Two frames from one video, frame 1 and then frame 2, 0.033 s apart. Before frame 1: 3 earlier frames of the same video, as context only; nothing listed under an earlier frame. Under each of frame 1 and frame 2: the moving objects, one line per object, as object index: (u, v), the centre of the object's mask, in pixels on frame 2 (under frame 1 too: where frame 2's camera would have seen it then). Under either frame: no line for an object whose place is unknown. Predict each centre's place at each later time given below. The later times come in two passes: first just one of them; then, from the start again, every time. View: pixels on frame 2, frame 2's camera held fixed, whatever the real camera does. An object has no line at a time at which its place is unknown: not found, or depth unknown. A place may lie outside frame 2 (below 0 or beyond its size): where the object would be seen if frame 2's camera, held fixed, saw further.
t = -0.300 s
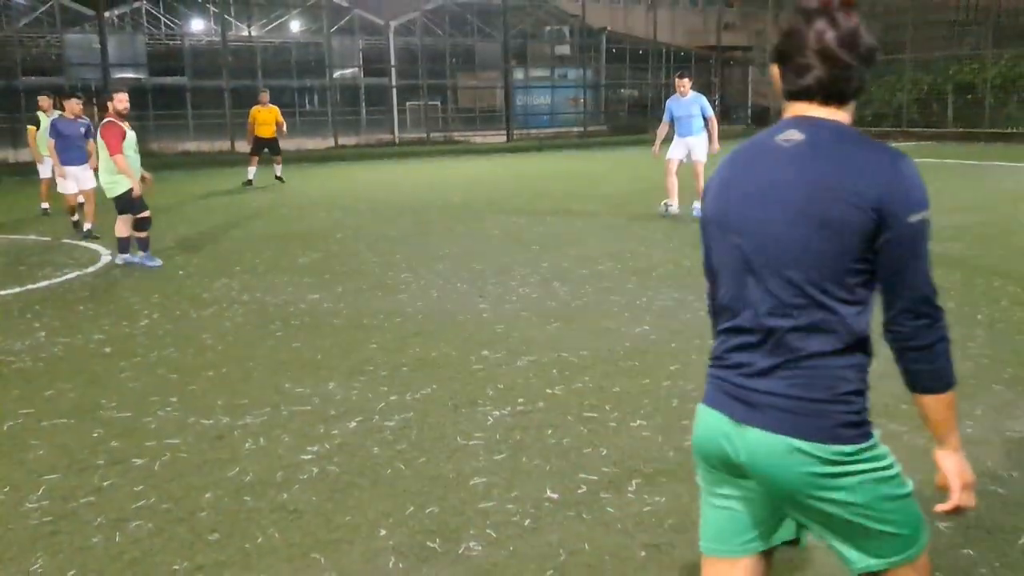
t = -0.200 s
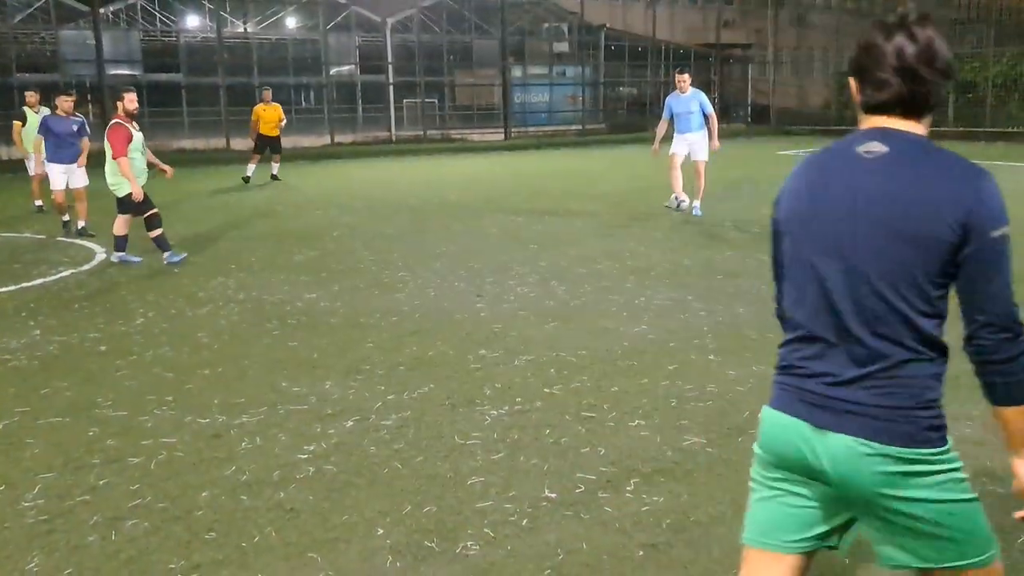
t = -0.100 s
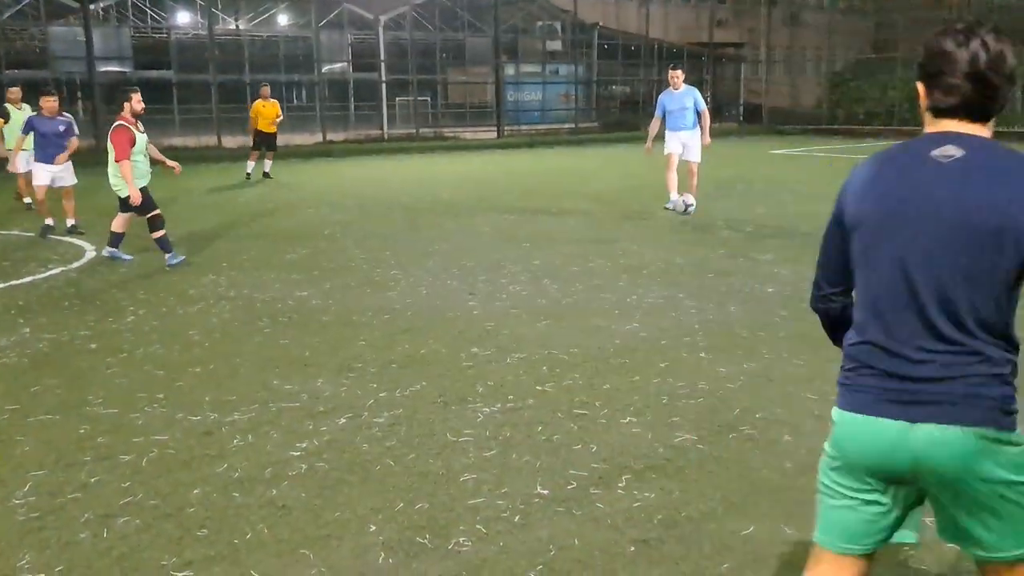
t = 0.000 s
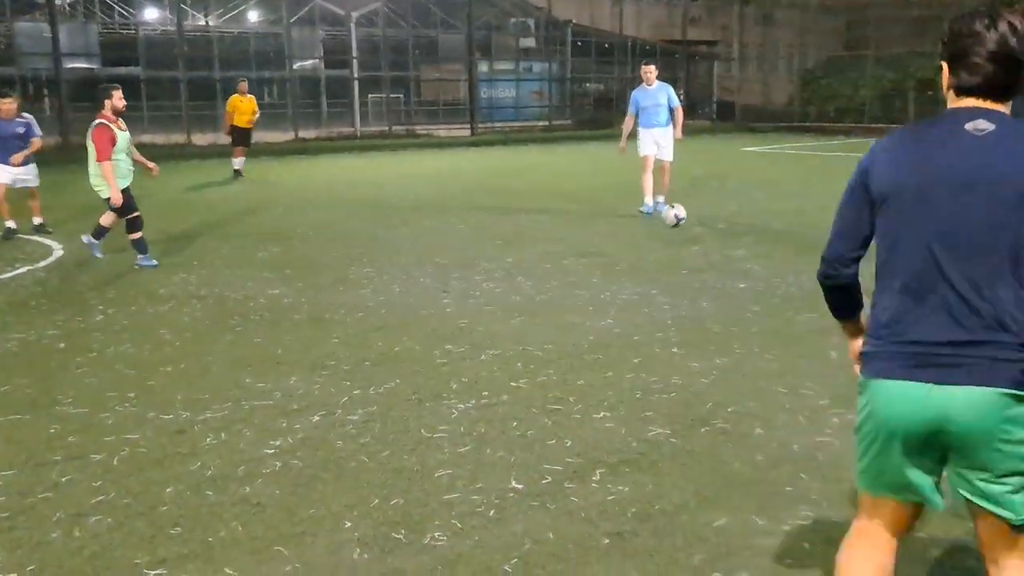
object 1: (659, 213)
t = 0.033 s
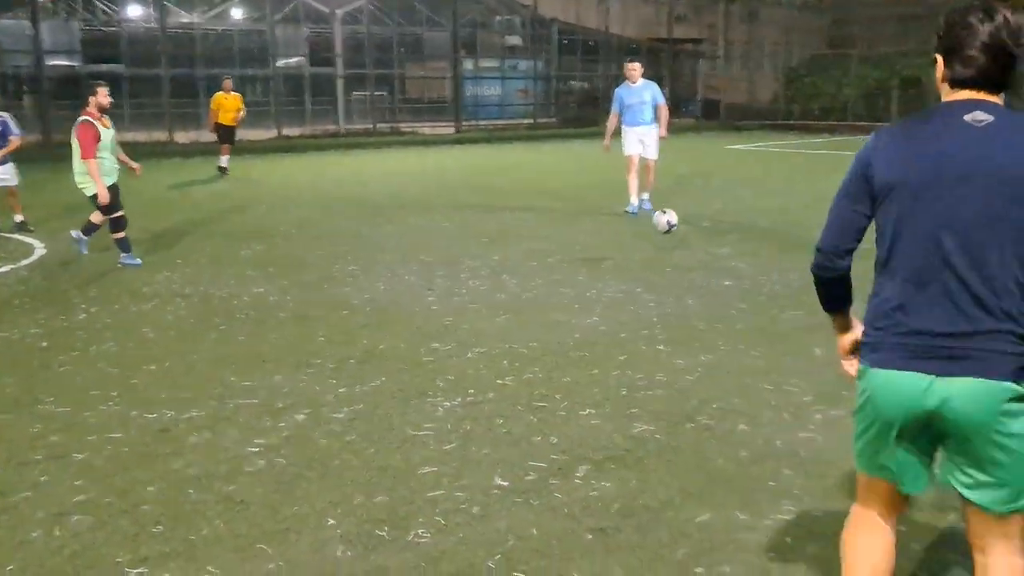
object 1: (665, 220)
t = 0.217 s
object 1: (707, 274)
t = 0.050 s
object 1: (667, 225)
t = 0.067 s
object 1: (673, 229)
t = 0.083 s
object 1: (675, 236)
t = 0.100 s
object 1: (678, 242)
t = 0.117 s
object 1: (684, 248)
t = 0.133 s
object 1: (687, 256)
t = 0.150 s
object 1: (690, 264)
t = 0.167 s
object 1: (695, 272)
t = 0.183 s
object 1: (698, 274)
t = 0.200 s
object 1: (701, 274)
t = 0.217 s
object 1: (707, 274)
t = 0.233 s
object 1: (709, 273)
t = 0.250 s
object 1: (714, 274)
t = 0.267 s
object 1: (719, 275)
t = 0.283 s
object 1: (722, 277)
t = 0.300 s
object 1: (727, 279)
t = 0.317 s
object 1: (731, 282)
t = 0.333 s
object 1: (735, 285)
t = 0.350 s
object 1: (740, 289)
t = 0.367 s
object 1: (745, 293)
